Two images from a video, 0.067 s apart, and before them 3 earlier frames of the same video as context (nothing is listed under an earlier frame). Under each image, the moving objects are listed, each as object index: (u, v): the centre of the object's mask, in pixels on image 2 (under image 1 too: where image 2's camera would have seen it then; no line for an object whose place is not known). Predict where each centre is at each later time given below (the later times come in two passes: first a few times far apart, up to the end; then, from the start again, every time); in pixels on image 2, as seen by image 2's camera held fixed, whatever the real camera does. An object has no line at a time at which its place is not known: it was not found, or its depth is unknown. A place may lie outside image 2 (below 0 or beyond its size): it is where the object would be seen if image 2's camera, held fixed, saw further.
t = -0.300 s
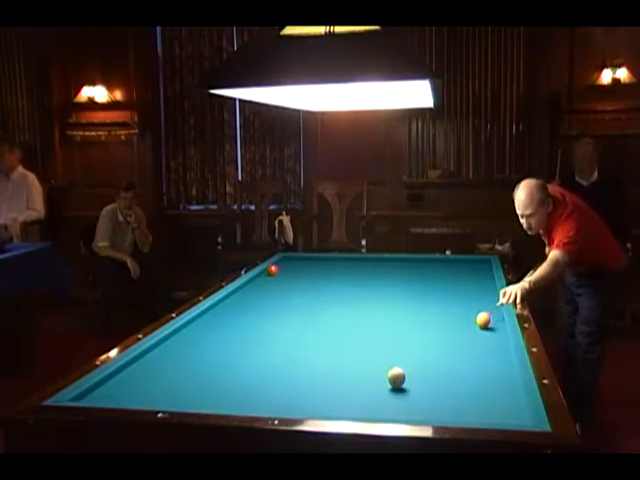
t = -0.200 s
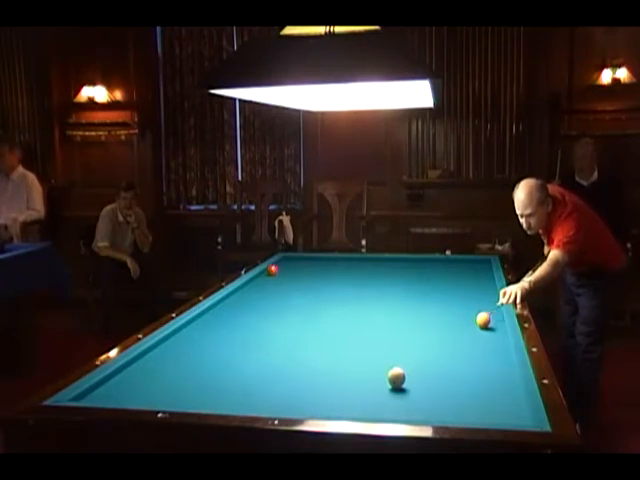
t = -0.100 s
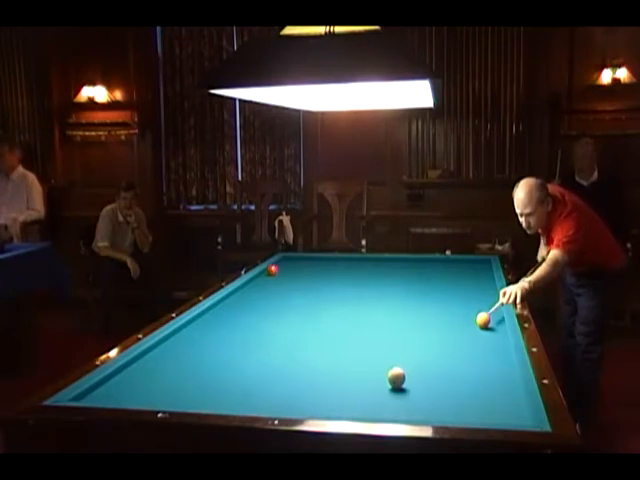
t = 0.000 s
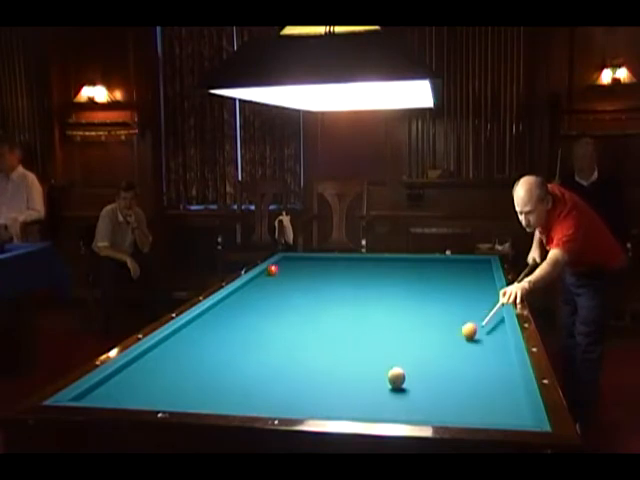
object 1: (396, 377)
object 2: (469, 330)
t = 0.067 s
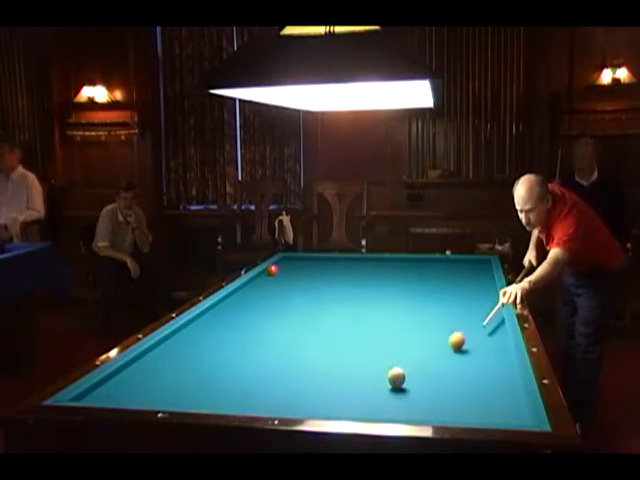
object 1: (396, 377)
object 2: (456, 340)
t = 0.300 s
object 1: (387, 378)
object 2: (417, 381)
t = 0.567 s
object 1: (312, 384)
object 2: (448, 408)
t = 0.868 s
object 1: (241, 389)
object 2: (495, 374)
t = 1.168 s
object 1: (168, 394)
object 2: (487, 351)
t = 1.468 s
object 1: (96, 396)
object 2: (465, 334)
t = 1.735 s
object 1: (103, 395)
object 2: (448, 320)
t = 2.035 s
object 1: (136, 394)
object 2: (432, 308)
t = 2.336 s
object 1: (167, 393)
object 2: (418, 297)
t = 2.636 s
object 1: (197, 392)
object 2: (406, 288)
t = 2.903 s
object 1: (222, 389)
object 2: (397, 280)
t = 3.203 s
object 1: (249, 386)
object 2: (387, 273)
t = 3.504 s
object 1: (274, 386)
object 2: (378, 268)
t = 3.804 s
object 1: (297, 385)
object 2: (371, 262)
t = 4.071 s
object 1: (317, 384)
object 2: (365, 258)
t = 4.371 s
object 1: (338, 383)
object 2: (350, 259)
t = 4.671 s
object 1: (357, 382)
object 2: (334, 262)
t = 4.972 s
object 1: (376, 381)
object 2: (318, 265)
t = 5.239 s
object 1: (390, 380)
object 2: (304, 267)
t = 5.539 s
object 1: (406, 379)
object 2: (288, 270)
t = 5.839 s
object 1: (420, 378)
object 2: (273, 273)
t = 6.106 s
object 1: (431, 377)
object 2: (259, 275)
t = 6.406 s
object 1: (443, 377)
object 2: (262, 278)
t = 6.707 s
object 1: (454, 377)
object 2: (265, 280)
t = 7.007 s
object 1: (463, 377)
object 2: (269, 282)
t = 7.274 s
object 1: (470, 377)
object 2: (271, 284)
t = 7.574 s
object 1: (477, 377)
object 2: (274, 287)
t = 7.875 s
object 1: (483, 377)
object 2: (278, 289)
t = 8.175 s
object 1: (488, 377)
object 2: (281, 291)
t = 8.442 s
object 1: (491, 377)
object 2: (283, 294)
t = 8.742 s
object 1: (493, 378)
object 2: (286, 295)
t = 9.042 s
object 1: (494, 377)
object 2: (289, 297)
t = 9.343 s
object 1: (493, 378)
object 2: (291, 299)
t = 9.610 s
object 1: (494, 377)
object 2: (293, 301)
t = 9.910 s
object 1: (494, 378)
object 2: (295, 303)
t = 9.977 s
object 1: (494, 378)
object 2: (295, 303)
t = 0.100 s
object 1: (396, 377)
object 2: (450, 346)
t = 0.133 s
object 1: (396, 377)
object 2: (443, 351)
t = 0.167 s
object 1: (396, 377)
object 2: (437, 356)
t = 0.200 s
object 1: (396, 377)
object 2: (430, 362)
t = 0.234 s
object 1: (396, 377)
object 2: (423, 368)
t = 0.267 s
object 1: (396, 377)
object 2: (416, 375)
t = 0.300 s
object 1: (387, 378)
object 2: (417, 381)
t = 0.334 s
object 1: (376, 379)
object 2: (420, 387)
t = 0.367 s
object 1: (365, 380)
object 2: (424, 393)
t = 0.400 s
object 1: (355, 380)
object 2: (427, 400)
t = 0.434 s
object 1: (345, 381)
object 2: (429, 407)
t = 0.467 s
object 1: (336, 382)
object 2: (431, 411)
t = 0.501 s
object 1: (328, 383)
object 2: (434, 413)
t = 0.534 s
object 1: (320, 383)
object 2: (441, 411)
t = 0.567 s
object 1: (312, 384)
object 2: (448, 408)
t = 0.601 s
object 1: (304, 384)
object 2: (454, 403)
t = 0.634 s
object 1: (296, 385)
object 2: (460, 398)
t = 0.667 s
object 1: (288, 386)
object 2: (465, 394)
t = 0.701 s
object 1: (280, 386)
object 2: (471, 390)
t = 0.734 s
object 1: (272, 387)
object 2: (476, 386)
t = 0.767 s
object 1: (264, 387)
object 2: (481, 383)
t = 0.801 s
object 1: (256, 388)
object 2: (486, 380)
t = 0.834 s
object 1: (248, 389)
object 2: (490, 377)
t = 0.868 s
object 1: (241, 389)
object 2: (495, 374)
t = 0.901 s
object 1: (232, 389)
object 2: (500, 371)
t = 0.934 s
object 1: (224, 390)
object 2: (504, 368)
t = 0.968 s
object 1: (216, 391)
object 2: (506, 365)
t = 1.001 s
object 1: (209, 391)
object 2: (502, 363)
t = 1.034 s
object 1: (200, 392)
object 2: (499, 360)
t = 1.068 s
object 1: (192, 393)
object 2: (496, 358)
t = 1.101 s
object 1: (184, 393)
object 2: (493, 355)
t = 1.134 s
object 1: (176, 394)
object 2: (490, 353)
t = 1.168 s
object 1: (168, 394)
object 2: (487, 351)
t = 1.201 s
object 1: (160, 395)
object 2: (484, 349)
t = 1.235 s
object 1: (152, 395)
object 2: (482, 347)
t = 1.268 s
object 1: (144, 395)
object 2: (480, 345)
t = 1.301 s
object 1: (136, 395)
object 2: (477, 343)
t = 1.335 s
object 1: (128, 396)
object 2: (474, 341)
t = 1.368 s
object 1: (120, 396)
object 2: (472, 339)
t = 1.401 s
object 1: (112, 396)
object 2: (470, 337)
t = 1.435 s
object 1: (104, 396)
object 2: (467, 335)
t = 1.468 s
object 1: (96, 396)
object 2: (465, 334)
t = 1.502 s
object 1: (88, 396)
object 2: (463, 332)
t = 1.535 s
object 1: (81, 396)
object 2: (461, 330)
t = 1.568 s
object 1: (82, 396)
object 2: (458, 328)
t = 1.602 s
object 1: (87, 395)
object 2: (456, 326)
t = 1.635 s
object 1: (92, 395)
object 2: (454, 325)
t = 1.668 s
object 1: (95, 395)
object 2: (452, 323)
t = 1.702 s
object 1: (99, 395)
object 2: (450, 322)
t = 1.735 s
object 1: (103, 395)
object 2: (448, 320)
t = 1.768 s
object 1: (107, 395)
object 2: (446, 319)
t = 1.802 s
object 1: (110, 395)
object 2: (444, 317)
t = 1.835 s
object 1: (114, 395)
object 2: (443, 316)
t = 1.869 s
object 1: (117, 395)
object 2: (441, 314)
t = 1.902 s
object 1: (121, 395)
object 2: (439, 313)
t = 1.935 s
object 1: (125, 395)
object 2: (437, 312)
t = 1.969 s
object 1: (128, 394)
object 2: (435, 310)
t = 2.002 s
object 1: (132, 394)
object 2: (434, 309)
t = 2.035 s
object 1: (136, 394)
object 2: (432, 308)
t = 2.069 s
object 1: (139, 394)
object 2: (430, 306)
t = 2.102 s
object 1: (143, 394)
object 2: (429, 305)
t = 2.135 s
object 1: (146, 394)
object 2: (427, 304)
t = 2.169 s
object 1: (150, 394)
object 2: (425, 303)
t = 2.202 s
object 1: (153, 394)
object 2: (424, 302)
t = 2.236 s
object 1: (157, 394)
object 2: (422, 301)
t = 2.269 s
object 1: (161, 394)
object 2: (421, 299)
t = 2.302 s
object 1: (164, 393)
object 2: (420, 298)
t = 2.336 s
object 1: (167, 393)
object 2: (418, 297)
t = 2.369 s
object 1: (171, 393)
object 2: (417, 296)
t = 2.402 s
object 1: (174, 392)
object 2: (415, 295)
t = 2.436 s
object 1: (177, 392)
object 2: (414, 294)
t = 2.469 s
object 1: (181, 392)
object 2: (413, 293)
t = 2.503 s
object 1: (184, 392)
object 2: (411, 292)
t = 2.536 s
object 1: (187, 392)
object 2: (410, 291)
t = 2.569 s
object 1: (190, 392)
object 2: (408, 290)
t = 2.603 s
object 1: (194, 392)
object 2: (407, 289)
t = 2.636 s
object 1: (197, 392)
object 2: (406, 288)
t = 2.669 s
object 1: (200, 391)
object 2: (405, 287)
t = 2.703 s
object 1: (204, 391)
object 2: (404, 286)
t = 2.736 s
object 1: (207, 391)
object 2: (402, 285)
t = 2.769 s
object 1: (209, 390)
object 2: (401, 284)
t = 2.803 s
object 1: (213, 390)
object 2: (400, 283)
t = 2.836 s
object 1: (216, 390)
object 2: (399, 283)
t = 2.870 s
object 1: (219, 389)
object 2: (398, 281)
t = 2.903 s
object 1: (222, 389)
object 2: (397, 280)
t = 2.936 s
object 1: (225, 389)
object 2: (395, 280)
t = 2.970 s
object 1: (228, 389)
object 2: (394, 279)
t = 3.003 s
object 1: (231, 389)
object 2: (393, 279)
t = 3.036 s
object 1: (234, 389)
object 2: (392, 278)
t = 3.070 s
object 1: (237, 388)
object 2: (391, 277)
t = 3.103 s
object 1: (240, 389)
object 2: (390, 276)
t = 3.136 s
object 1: (243, 388)
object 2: (389, 275)
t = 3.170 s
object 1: (246, 388)
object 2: (388, 274)
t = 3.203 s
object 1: (249, 386)
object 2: (387, 273)
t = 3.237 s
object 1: (252, 387)
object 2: (386, 272)
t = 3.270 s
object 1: (255, 386)
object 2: (385, 272)
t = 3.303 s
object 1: (257, 387)
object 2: (384, 271)
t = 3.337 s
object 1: (260, 387)
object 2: (383, 271)
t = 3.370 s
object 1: (263, 386)
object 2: (382, 270)
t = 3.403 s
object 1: (266, 386)
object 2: (381, 270)
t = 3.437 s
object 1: (268, 387)
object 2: (380, 269)
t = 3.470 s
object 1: (271, 386)
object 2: (379, 268)
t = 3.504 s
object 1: (274, 386)
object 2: (378, 268)
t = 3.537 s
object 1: (277, 386)
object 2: (377, 267)
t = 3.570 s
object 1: (279, 386)
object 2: (377, 266)
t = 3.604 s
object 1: (282, 385)
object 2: (376, 266)
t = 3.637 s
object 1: (285, 386)
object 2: (375, 265)
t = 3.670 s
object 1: (287, 385)
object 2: (374, 264)
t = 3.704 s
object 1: (290, 385)
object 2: (374, 263)
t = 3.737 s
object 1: (293, 385)
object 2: (373, 263)
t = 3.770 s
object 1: (295, 385)
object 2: (372, 263)
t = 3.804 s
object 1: (297, 385)
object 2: (371, 262)
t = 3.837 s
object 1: (300, 385)
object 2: (370, 262)
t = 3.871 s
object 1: (303, 385)
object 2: (369, 261)
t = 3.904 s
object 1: (305, 385)
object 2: (368, 261)
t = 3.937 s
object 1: (308, 384)
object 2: (368, 260)
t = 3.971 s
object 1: (310, 384)
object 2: (367, 259)
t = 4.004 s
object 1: (313, 384)
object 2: (366, 258)
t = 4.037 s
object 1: (315, 384)
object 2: (365, 258)
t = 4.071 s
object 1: (317, 384)
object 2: (365, 258)
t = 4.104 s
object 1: (320, 384)
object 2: (364, 257)
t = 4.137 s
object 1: (322, 383)
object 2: (362, 258)
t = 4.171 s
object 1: (324, 383)
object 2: (360, 258)
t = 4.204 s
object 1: (327, 383)
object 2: (358, 258)
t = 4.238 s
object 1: (329, 383)
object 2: (357, 258)
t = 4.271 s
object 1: (331, 383)
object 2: (355, 259)
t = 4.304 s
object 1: (334, 383)
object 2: (353, 259)
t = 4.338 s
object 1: (336, 383)
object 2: (352, 259)
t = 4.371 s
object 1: (338, 383)
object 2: (350, 259)
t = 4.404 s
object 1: (340, 382)
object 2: (348, 260)
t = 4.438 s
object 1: (343, 382)
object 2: (346, 260)
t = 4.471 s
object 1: (345, 382)
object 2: (345, 260)
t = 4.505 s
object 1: (347, 382)
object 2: (343, 261)
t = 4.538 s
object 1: (349, 382)
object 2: (341, 261)
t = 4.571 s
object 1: (351, 381)
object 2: (339, 261)
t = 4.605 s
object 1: (353, 382)
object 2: (337, 262)
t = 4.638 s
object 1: (355, 382)
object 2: (336, 262)
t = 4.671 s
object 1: (357, 382)
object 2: (334, 262)
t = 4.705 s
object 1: (360, 381)
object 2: (332, 263)
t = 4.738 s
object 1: (362, 381)
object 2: (331, 263)
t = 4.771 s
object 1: (364, 381)
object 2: (329, 263)
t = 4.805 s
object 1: (366, 381)
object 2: (327, 263)
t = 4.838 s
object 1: (368, 381)
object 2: (325, 264)
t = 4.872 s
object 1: (370, 381)
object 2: (324, 264)
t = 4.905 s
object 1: (372, 381)
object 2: (322, 264)
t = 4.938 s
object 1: (374, 381)
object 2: (320, 264)
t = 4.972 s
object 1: (376, 381)
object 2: (318, 265)
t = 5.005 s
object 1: (377, 380)
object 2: (317, 265)
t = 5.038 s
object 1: (379, 380)
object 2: (315, 265)
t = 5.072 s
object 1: (381, 380)
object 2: (313, 266)
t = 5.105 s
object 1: (383, 380)
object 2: (311, 266)
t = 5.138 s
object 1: (385, 380)
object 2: (309, 266)
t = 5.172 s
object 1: (387, 380)
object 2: (308, 267)
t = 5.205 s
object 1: (389, 380)
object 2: (306, 267)
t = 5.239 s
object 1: (390, 380)
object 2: (304, 267)
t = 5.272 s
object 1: (392, 380)
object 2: (302, 268)
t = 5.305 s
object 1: (394, 380)
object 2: (301, 268)
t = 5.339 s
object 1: (396, 379)
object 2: (299, 268)
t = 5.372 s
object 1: (398, 379)
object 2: (297, 269)
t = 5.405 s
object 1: (399, 379)
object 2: (296, 269)
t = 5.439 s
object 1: (401, 379)
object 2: (294, 269)
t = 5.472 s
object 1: (403, 379)
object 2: (292, 269)
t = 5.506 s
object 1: (404, 379)
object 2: (290, 270)
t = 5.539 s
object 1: (406, 379)
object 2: (288, 270)
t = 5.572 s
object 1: (407, 379)
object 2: (287, 270)
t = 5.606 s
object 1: (409, 378)
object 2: (285, 271)
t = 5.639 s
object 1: (411, 378)
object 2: (283, 271)
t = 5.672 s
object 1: (412, 378)
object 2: (281, 271)
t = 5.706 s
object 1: (414, 378)
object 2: (280, 271)
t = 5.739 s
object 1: (416, 378)
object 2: (278, 272)
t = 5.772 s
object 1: (417, 378)
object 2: (276, 272)
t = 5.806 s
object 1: (419, 378)
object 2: (275, 272)
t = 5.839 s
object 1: (420, 378)
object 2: (273, 273)
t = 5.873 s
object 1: (422, 378)
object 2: (271, 273)
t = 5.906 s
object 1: (423, 378)
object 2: (270, 273)
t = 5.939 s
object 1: (425, 378)
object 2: (268, 274)
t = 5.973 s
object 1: (426, 378)
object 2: (266, 274)
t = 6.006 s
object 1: (427, 378)
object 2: (264, 274)
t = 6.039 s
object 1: (429, 377)
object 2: (262, 275)
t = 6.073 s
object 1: (430, 378)
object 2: (261, 275)
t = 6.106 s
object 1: (431, 377)
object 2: (259, 275)
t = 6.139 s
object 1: (433, 378)
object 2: (260, 276)
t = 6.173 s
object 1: (434, 377)
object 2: (260, 276)
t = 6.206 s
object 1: (435, 377)
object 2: (260, 276)
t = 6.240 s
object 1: (437, 377)
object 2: (260, 276)
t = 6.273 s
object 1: (438, 377)
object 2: (261, 277)
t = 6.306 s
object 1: (439, 377)
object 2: (261, 277)
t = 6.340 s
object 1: (441, 377)
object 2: (262, 277)
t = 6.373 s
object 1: (442, 377)
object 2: (262, 277)
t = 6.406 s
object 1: (443, 377)
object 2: (262, 278)
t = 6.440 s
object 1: (445, 377)
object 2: (262, 278)
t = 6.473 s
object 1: (446, 377)
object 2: (263, 278)
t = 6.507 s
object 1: (447, 377)
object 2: (263, 278)
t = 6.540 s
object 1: (448, 377)
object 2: (264, 279)
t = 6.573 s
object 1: (449, 377)
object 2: (264, 279)
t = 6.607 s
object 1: (451, 377)
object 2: (264, 279)
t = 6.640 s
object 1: (452, 377)
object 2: (264, 280)
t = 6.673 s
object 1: (453, 377)
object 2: (265, 280)
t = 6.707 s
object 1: (454, 377)
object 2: (265, 280)
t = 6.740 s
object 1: (455, 377)
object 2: (265, 280)
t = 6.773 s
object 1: (456, 377)
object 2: (266, 281)
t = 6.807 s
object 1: (457, 377)
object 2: (267, 281)
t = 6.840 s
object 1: (458, 377)
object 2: (267, 281)
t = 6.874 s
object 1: (459, 377)
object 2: (267, 282)
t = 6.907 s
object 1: (460, 377)
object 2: (267, 282)
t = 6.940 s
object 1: (461, 377)
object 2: (268, 282)
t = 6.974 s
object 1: (462, 377)
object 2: (268, 282)
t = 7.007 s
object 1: (463, 377)
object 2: (269, 282)
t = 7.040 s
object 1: (464, 377)
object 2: (269, 283)
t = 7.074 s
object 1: (465, 377)
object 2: (270, 283)
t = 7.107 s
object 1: (466, 377)
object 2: (270, 283)
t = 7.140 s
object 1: (467, 376)
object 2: (270, 283)
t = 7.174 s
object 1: (468, 377)
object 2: (270, 284)
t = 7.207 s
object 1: (469, 377)
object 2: (271, 284)
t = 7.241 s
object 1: (470, 377)
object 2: (271, 284)
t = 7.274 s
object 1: (470, 377)
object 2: (271, 284)
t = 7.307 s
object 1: (472, 377)
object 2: (272, 285)
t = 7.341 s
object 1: (472, 377)
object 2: (272, 285)
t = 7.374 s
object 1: (473, 377)
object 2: (272, 285)
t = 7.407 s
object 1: (473, 377)
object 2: (273, 285)
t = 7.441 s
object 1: (474, 377)
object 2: (273, 286)
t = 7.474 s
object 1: (475, 377)
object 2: (274, 286)
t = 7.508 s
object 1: (476, 377)
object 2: (274, 286)
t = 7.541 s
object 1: (477, 377)
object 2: (274, 287)
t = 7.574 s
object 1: (477, 377)
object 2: (274, 287)
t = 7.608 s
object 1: (478, 377)
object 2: (275, 287)
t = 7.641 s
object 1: (479, 377)
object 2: (275, 287)
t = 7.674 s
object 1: (480, 377)
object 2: (276, 288)
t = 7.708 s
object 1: (480, 377)
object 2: (276, 288)
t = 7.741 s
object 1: (481, 377)
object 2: (276, 288)
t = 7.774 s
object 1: (481, 377)
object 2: (277, 288)
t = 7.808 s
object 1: (482, 377)
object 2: (277, 289)
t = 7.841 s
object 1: (483, 377)
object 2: (277, 289)
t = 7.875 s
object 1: (483, 377)
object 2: (278, 289)
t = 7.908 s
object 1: (484, 377)
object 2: (278, 290)
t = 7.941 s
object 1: (484, 377)
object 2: (278, 290)
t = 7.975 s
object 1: (485, 377)
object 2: (279, 290)
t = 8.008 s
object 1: (486, 377)
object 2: (279, 290)
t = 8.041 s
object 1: (486, 377)
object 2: (279, 290)
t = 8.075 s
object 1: (486, 377)
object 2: (279, 291)
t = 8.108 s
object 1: (487, 377)
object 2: (280, 291)
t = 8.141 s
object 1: (487, 377)
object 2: (280, 291)
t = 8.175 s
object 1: (488, 377)
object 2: (281, 291)
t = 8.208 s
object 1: (488, 377)
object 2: (281, 292)
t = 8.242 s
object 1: (489, 377)
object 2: (281, 292)
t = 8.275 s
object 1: (489, 377)
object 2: (282, 292)
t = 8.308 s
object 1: (489, 377)
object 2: (282, 292)
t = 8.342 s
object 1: (490, 377)
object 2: (282, 293)
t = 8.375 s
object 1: (490, 377)
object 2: (283, 293)
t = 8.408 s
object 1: (491, 377)
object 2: (283, 293)
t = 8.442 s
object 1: (491, 377)
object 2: (283, 294)
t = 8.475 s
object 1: (491, 377)
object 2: (283, 294)
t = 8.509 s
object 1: (491, 377)
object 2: (284, 294)
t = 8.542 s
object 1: (492, 377)
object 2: (284, 294)
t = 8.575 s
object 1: (492, 377)
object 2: (285, 294)
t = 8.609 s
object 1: (492, 377)
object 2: (285, 295)
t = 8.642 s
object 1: (492, 378)
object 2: (285, 295)
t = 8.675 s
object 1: (492, 377)
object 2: (285, 295)
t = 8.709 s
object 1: (492, 378)
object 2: (286, 295)
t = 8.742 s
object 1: (493, 378)
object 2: (286, 295)
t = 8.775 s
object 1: (493, 377)
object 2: (287, 296)
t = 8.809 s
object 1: (493, 377)
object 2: (287, 296)
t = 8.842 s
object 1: (493, 377)
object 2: (287, 296)
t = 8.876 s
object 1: (494, 377)
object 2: (288, 296)
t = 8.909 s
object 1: (494, 377)
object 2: (288, 296)
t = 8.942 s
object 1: (494, 377)
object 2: (288, 296)
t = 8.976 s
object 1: (494, 377)
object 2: (288, 296)
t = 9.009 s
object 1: (494, 377)
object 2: (289, 296)
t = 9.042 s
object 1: (494, 377)
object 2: (289, 297)
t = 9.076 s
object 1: (494, 377)
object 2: (289, 297)
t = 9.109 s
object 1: (494, 377)
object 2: (289, 297)
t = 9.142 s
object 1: (494, 377)
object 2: (290, 298)
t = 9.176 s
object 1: (494, 377)
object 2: (290, 298)
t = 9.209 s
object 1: (494, 378)
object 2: (290, 298)
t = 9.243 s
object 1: (494, 378)
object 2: (290, 299)
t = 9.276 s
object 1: (494, 378)
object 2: (290, 299)
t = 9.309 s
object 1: (493, 378)
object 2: (291, 299)
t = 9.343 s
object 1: (493, 378)
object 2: (291, 299)
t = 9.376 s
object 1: (493, 378)
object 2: (292, 299)
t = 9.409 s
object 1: (493, 378)
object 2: (292, 300)
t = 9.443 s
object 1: (493, 378)
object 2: (292, 300)
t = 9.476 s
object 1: (494, 378)
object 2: (292, 300)
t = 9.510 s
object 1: (494, 378)
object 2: (293, 300)
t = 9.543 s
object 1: (494, 378)
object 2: (293, 300)
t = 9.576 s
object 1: (494, 378)
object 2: (293, 301)
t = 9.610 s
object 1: (494, 377)
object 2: (293, 301)
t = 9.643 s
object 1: (494, 378)
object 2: (293, 301)
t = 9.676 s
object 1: (494, 377)
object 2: (294, 301)
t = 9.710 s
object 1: (494, 378)
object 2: (294, 301)
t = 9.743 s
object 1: (494, 377)
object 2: (294, 302)
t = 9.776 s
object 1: (495, 377)
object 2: (294, 302)
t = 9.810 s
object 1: (494, 378)
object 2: (295, 302)
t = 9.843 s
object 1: (494, 377)
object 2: (295, 302)
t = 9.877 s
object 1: (494, 377)
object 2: (295, 302)
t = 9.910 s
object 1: (494, 378)
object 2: (295, 303)
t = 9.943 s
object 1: (494, 377)
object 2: (295, 303)
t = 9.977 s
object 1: (494, 378)
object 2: (295, 303)
